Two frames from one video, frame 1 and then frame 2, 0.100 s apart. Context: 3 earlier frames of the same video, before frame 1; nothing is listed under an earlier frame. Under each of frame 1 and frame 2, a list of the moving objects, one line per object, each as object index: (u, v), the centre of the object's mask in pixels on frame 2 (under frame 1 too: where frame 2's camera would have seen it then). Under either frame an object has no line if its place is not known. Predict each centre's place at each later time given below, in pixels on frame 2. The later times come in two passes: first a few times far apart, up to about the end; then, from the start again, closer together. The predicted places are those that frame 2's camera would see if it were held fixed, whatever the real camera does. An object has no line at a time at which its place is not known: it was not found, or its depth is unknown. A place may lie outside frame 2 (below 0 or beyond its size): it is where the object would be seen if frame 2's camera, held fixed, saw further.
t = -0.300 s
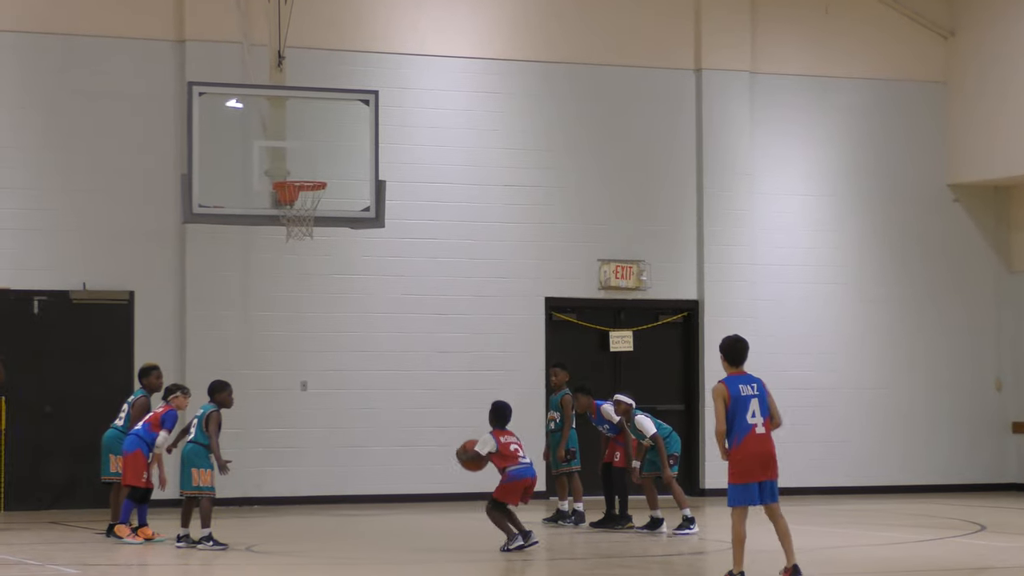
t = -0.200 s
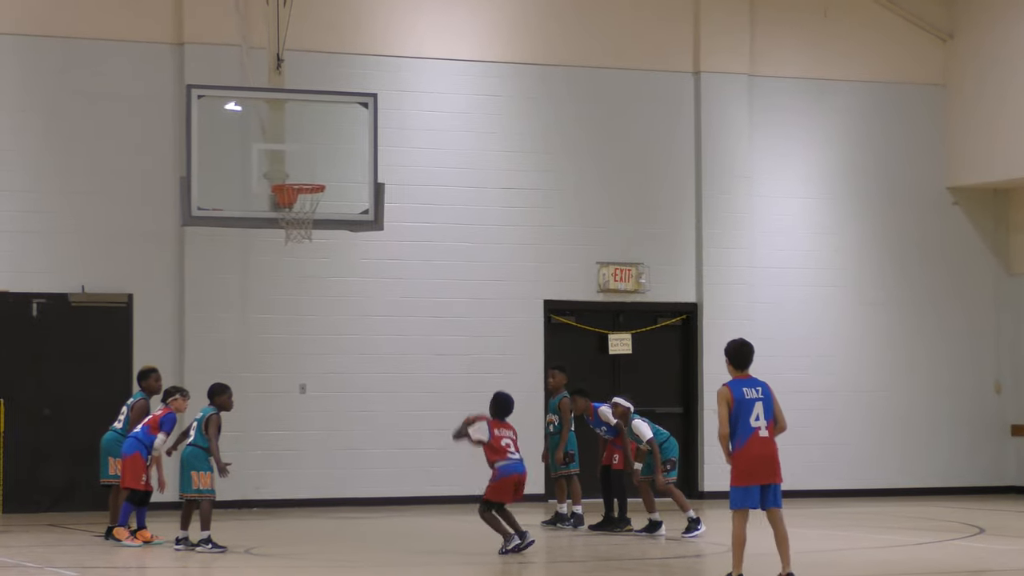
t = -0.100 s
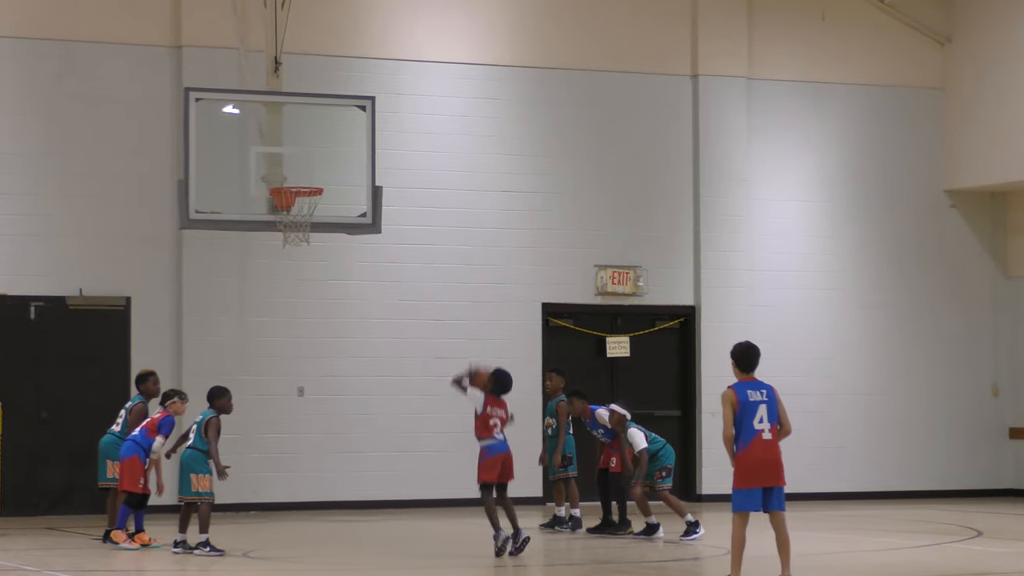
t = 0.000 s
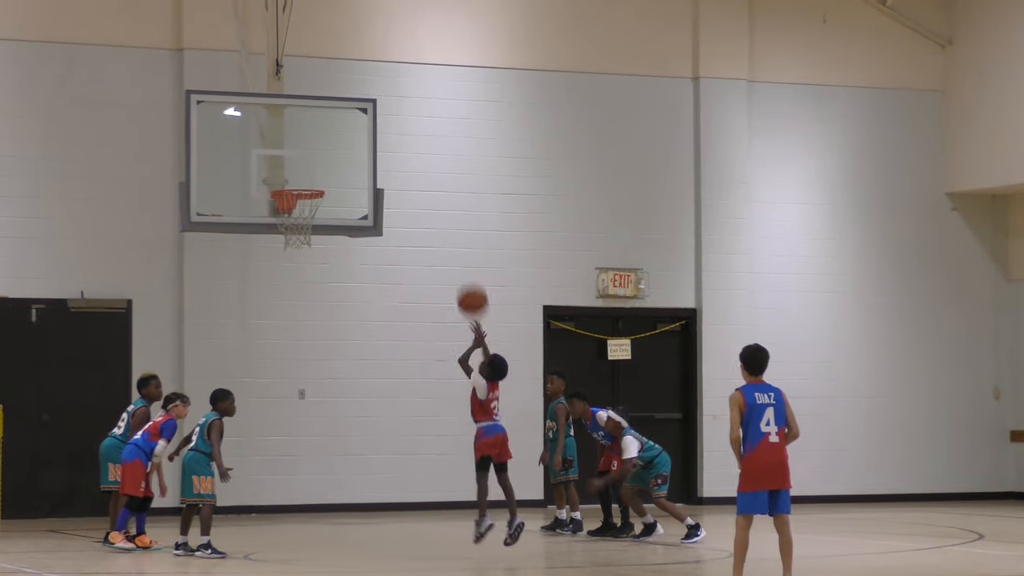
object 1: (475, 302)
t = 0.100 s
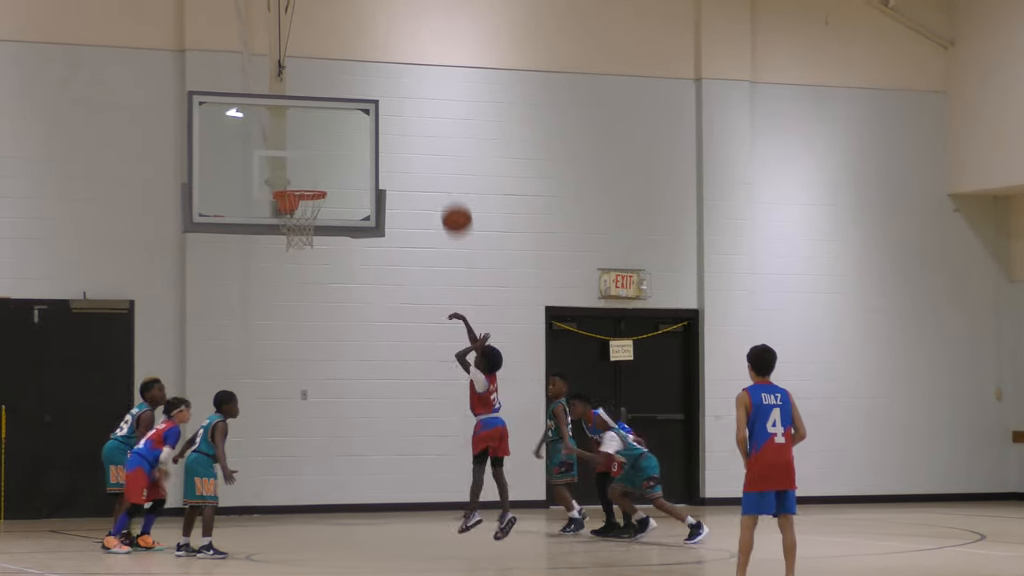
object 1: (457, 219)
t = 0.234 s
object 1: (434, 133)
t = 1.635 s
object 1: (300, 317)
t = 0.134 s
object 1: (451, 195)
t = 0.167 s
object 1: (445, 172)
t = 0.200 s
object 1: (439, 152)
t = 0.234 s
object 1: (434, 133)
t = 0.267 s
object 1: (428, 116)
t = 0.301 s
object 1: (422, 100)
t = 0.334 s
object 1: (416, 85)
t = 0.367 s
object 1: (411, 72)
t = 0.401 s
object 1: (405, 61)
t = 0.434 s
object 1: (400, 51)
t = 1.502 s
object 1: (295, 266)
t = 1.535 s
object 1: (296, 278)
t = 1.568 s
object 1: (297, 290)
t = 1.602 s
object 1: (299, 303)
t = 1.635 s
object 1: (300, 317)
